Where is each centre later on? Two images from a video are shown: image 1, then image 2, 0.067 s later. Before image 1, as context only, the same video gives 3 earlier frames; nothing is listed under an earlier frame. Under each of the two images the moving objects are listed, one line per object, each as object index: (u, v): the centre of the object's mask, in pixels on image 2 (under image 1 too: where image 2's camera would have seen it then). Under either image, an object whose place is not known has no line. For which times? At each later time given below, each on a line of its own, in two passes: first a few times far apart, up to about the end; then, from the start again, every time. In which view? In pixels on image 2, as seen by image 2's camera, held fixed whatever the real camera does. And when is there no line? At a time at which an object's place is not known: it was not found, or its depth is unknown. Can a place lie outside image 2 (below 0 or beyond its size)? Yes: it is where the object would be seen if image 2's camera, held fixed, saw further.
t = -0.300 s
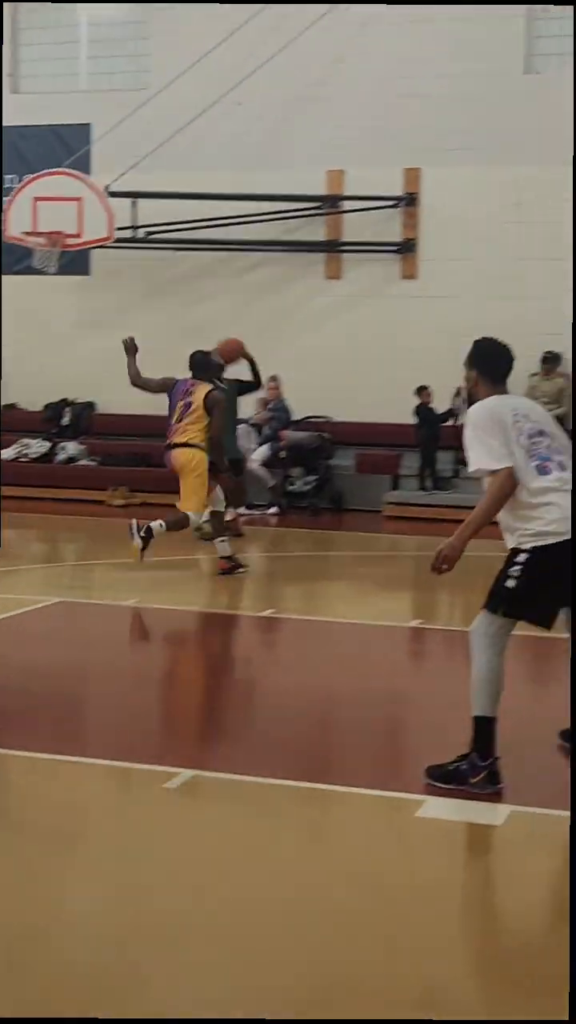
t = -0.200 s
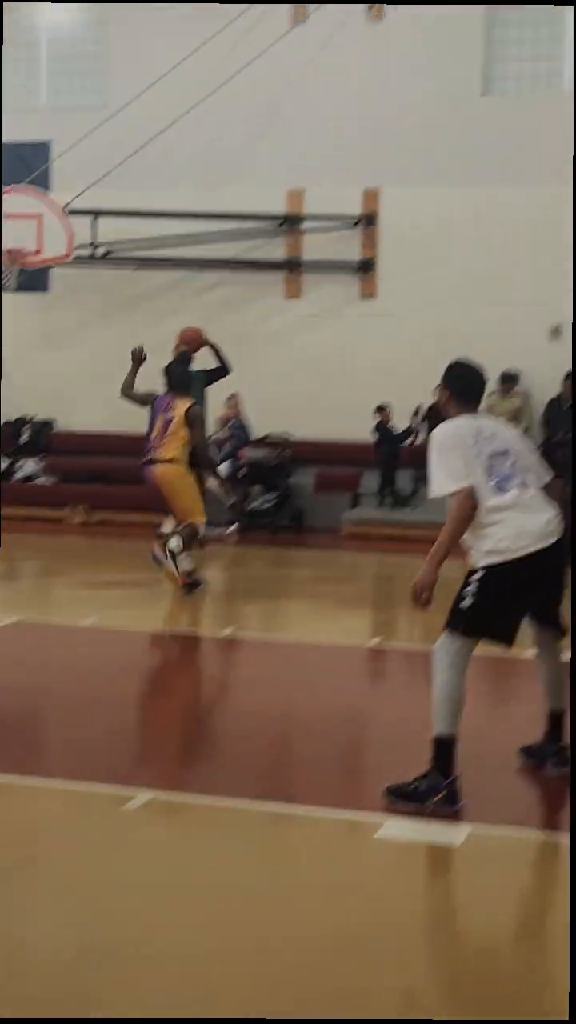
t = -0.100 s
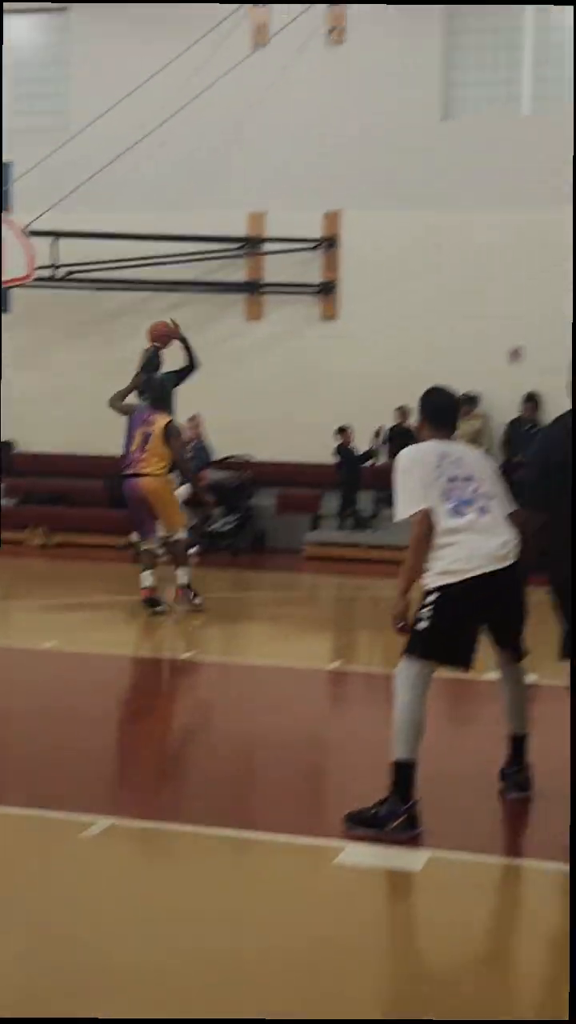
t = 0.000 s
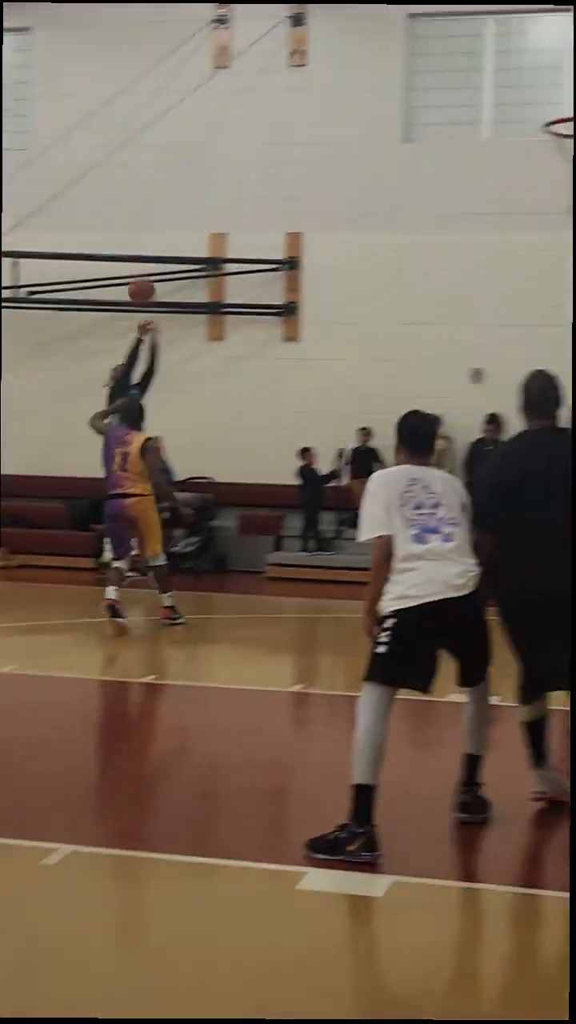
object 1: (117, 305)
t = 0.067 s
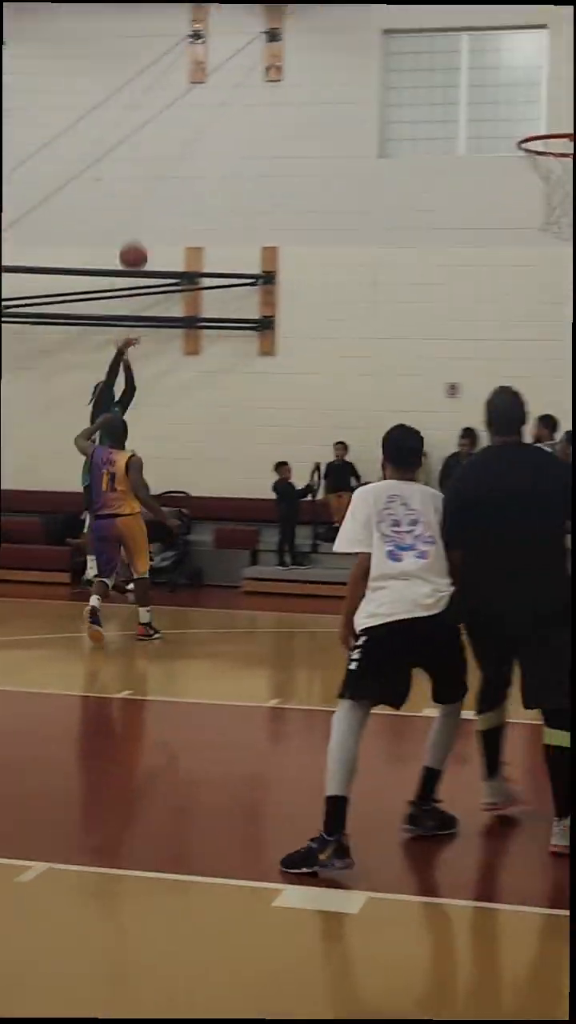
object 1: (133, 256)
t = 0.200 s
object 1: (168, 168)
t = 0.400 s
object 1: (224, 62)
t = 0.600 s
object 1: (293, -4)
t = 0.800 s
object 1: (374, -17)
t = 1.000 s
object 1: (472, 44)
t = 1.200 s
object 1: (579, 139)
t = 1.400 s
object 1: (570, 78)
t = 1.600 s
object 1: (549, 93)
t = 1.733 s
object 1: (533, 136)
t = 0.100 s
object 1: (142, 233)
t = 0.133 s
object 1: (150, 211)
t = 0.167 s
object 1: (159, 189)
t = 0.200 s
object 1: (168, 168)
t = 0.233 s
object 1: (177, 148)
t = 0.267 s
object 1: (186, 129)
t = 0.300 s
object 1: (195, 111)
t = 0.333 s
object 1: (205, 94)
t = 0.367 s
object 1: (215, 78)
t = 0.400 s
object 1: (224, 62)
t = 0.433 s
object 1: (235, 48)
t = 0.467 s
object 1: (246, 35)
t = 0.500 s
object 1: (258, 25)
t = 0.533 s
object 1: (269, 13)
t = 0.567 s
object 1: (281, 4)
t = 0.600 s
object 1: (293, -4)
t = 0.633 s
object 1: (305, -10)
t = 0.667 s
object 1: (318, -15)
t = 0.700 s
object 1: (331, -18)
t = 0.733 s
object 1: (346, -20)
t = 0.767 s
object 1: (359, -19)
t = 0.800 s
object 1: (374, -17)
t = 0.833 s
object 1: (389, -12)
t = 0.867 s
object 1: (404, -6)
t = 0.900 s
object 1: (420, 3)
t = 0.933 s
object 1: (436, 14)
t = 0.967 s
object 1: (453, 28)
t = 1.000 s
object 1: (472, 44)
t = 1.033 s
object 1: (491, 64)
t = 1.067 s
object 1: (509, 84)
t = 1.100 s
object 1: (528, 110)
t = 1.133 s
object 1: (549, 136)
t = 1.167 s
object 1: (563, 138)
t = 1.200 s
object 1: (579, 139)
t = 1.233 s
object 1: (587, 126)
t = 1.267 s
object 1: (583, 116)
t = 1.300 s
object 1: (580, 103)
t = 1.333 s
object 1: (576, 92)
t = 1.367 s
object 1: (573, 84)
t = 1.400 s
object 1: (570, 78)
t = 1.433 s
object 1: (566, 75)
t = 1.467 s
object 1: (563, 74)
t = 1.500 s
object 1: (559, 76)
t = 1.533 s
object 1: (556, 79)
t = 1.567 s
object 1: (553, 85)
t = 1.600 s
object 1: (549, 93)
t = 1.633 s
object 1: (546, 103)
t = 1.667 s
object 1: (542, 114)
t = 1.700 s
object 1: (538, 126)
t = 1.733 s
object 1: (533, 136)
